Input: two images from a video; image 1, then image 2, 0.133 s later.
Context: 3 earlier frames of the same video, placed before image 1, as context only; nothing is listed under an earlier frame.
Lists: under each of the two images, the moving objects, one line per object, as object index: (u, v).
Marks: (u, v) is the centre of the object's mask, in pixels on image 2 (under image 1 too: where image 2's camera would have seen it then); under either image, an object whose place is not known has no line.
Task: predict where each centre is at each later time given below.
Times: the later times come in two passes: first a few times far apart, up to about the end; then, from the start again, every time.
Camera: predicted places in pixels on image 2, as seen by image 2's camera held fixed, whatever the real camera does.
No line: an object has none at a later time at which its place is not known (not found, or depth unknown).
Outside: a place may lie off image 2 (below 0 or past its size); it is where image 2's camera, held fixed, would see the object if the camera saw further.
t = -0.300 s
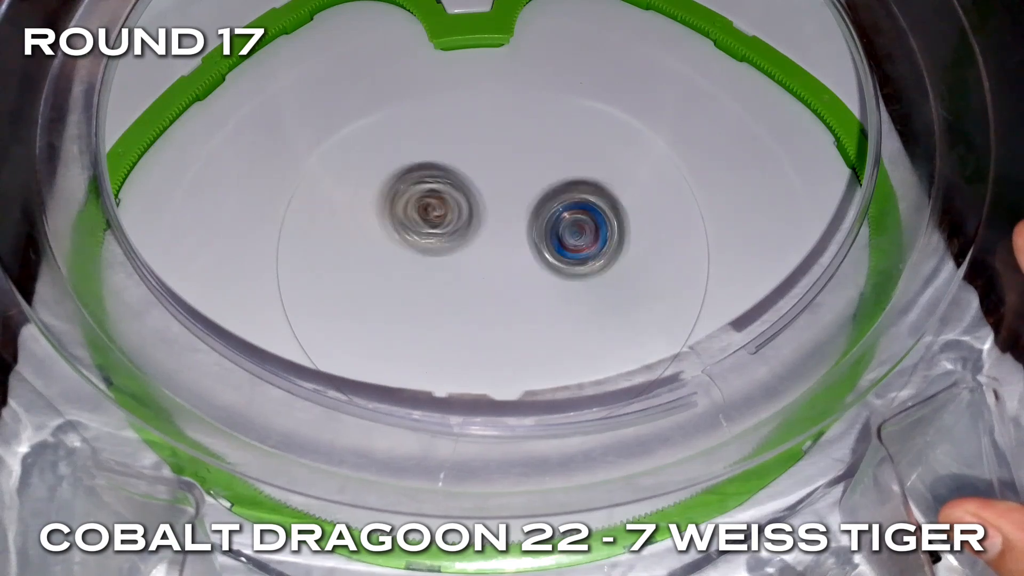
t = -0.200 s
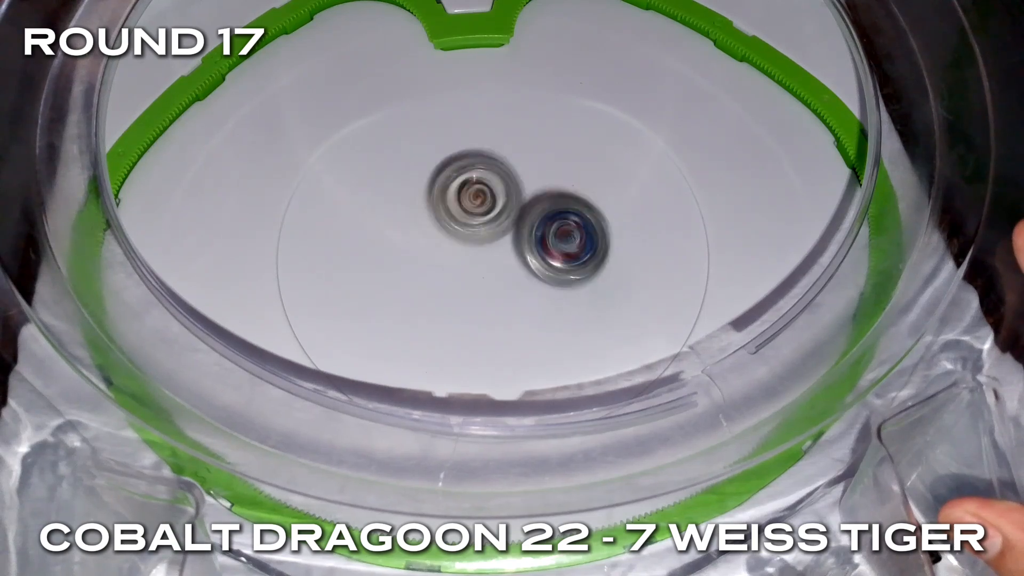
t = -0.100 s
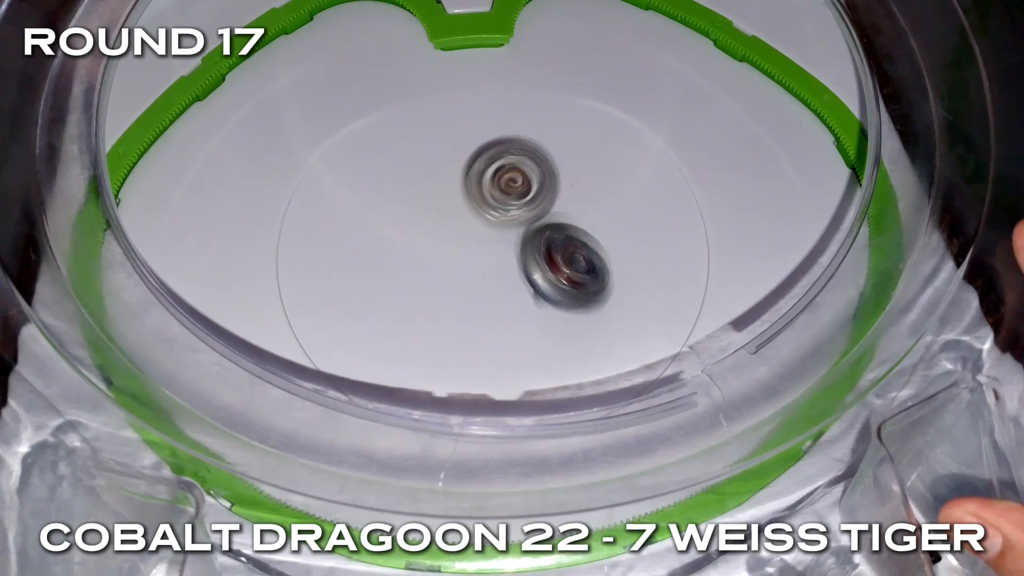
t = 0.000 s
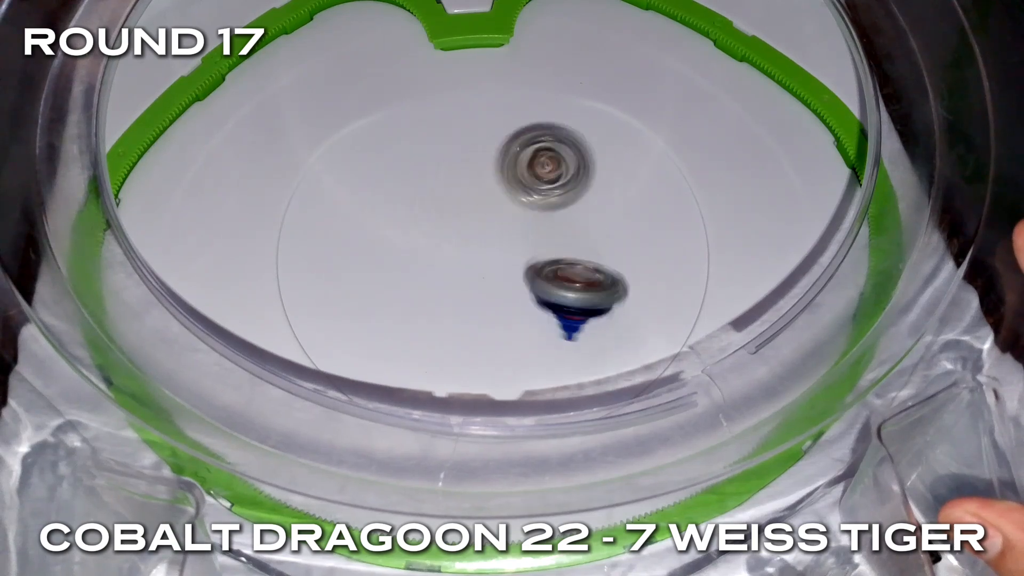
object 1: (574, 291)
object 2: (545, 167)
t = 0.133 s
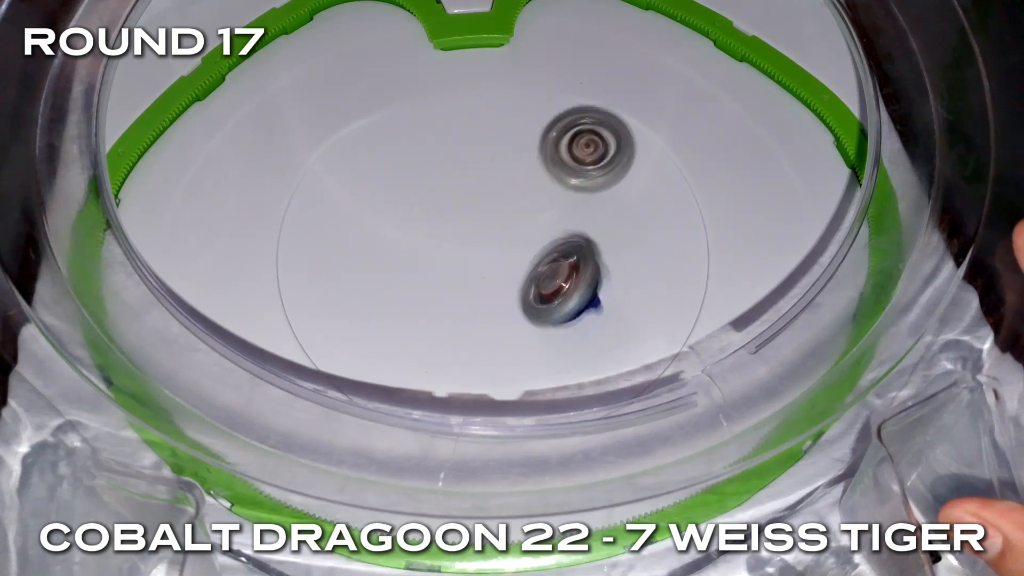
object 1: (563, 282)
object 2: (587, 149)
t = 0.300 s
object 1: (518, 257)
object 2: (585, 152)
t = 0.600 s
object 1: (350, 222)
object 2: (643, 209)
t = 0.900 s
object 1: (416, 207)
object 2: (595, 239)
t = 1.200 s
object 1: (472, 103)
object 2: (545, 384)
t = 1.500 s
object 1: (482, 136)
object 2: (504, 333)
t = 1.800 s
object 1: (507, 187)
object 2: (544, 253)
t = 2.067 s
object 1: (510, 194)
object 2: (547, 260)
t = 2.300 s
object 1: (506, 182)
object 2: (527, 254)
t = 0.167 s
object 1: (555, 278)
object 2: (591, 146)
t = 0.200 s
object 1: (547, 276)
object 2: (593, 145)
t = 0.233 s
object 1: (537, 268)
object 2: (592, 146)
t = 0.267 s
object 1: (529, 263)
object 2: (590, 148)
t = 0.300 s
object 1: (518, 257)
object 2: (585, 152)
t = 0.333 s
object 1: (508, 251)
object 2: (578, 160)
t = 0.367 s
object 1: (500, 246)
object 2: (571, 170)
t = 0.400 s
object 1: (491, 241)
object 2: (566, 181)
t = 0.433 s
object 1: (457, 240)
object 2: (582, 185)
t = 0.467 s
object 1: (424, 230)
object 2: (602, 195)
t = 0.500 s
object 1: (395, 229)
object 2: (615, 201)
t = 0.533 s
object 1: (373, 225)
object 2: (625, 205)
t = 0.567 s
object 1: (358, 222)
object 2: (634, 207)
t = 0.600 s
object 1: (350, 222)
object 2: (643, 209)
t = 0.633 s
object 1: (346, 223)
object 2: (650, 212)
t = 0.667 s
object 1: (346, 225)
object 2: (655, 214)
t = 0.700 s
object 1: (351, 225)
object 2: (655, 216)
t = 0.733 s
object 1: (357, 228)
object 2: (652, 219)
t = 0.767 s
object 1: (365, 229)
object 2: (647, 222)
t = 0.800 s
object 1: (378, 229)
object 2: (637, 225)
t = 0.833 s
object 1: (390, 227)
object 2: (624, 230)
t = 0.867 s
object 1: (403, 217)
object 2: (609, 235)
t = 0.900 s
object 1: (416, 207)
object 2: (595, 239)
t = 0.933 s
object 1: (434, 206)
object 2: (580, 244)
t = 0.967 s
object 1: (450, 206)
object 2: (565, 248)
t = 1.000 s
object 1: (464, 206)
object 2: (551, 251)
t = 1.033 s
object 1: (475, 205)
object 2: (537, 254)
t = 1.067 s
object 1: (486, 192)
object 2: (529, 271)
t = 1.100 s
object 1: (483, 162)
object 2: (539, 316)
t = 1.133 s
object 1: (478, 136)
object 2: (543, 348)
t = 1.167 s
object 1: (475, 116)
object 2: (547, 370)
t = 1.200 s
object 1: (472, 103)
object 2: (545, 384)
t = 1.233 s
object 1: (472, 94)
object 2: (541, 388)
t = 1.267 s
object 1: (475, 90)
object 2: (534, 389)
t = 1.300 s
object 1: (478, 89)
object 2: (528, 390)
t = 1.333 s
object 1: (477, 91)
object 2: (523, 388)
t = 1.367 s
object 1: (476, 95)
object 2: (519, 384)
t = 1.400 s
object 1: (474, 104)
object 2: (514, 375)
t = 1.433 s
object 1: (474, 113)
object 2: (509, 361)
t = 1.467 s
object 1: (477, 124)
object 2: (506, 347)
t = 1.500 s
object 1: (482, 136)
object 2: (504, 333)
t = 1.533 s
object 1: (487, 148)
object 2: (506, 319)
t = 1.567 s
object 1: (493, 157)
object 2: (506, 302)
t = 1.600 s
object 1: (497, 166)
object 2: (510, 289)
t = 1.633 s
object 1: (501, 173)
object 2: (513, 278)
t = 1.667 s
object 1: (505, 179)
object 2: (518, 269)
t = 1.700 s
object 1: (507, 181)
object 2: (523, 261)
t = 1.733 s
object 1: (508, 183)
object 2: (530, 256)
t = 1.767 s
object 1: (507, 185)
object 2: (537, 253)
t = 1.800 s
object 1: (507, 187)
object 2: (544, 253)
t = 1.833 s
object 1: (506, 189)
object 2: (548, 253)
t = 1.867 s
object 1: (507, 190)
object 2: (551, 254)
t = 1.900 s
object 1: (508, 192)
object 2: (553, 254)
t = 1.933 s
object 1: (509, 193)
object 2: (554, 256)
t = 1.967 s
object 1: (509, 194)
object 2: (554, 257)
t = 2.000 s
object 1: (510, 194)
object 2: (553, 259)
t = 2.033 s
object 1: (510, 194)
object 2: (551, 261)
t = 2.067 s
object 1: (510, 194)
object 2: (547, 260)
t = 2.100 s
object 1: (510, 194)
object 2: (544, 261)
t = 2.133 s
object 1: (510, 194)
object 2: (540, 260)
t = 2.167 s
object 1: (510, 192)
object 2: (537, 259)
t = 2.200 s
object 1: (509, 188)
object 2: (534, 259)
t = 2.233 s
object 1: (508, 185)
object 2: (530, 260)
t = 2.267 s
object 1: (507, 183)
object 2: (528, 258)
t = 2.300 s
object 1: (506, 182)
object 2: (527, 254)
